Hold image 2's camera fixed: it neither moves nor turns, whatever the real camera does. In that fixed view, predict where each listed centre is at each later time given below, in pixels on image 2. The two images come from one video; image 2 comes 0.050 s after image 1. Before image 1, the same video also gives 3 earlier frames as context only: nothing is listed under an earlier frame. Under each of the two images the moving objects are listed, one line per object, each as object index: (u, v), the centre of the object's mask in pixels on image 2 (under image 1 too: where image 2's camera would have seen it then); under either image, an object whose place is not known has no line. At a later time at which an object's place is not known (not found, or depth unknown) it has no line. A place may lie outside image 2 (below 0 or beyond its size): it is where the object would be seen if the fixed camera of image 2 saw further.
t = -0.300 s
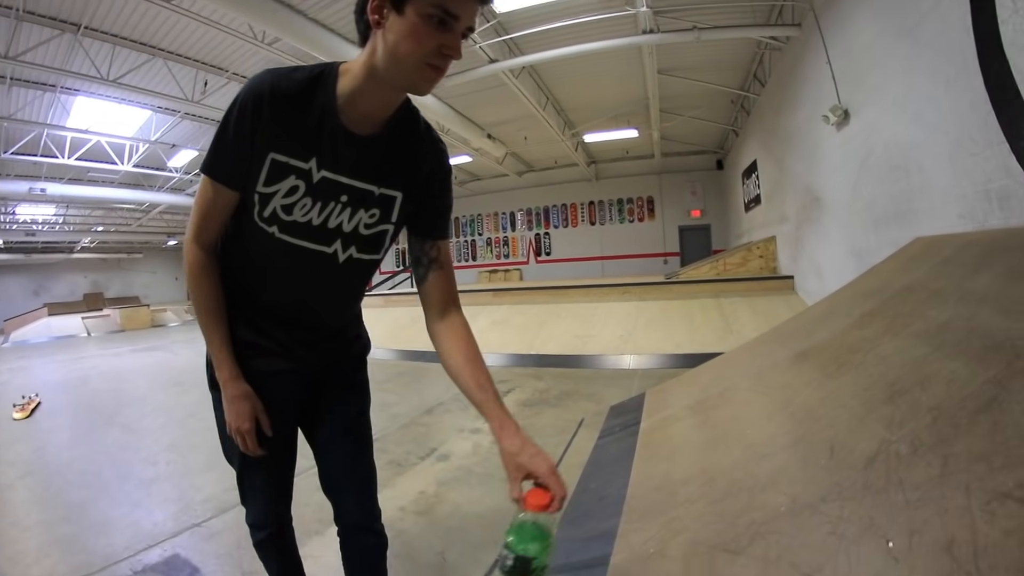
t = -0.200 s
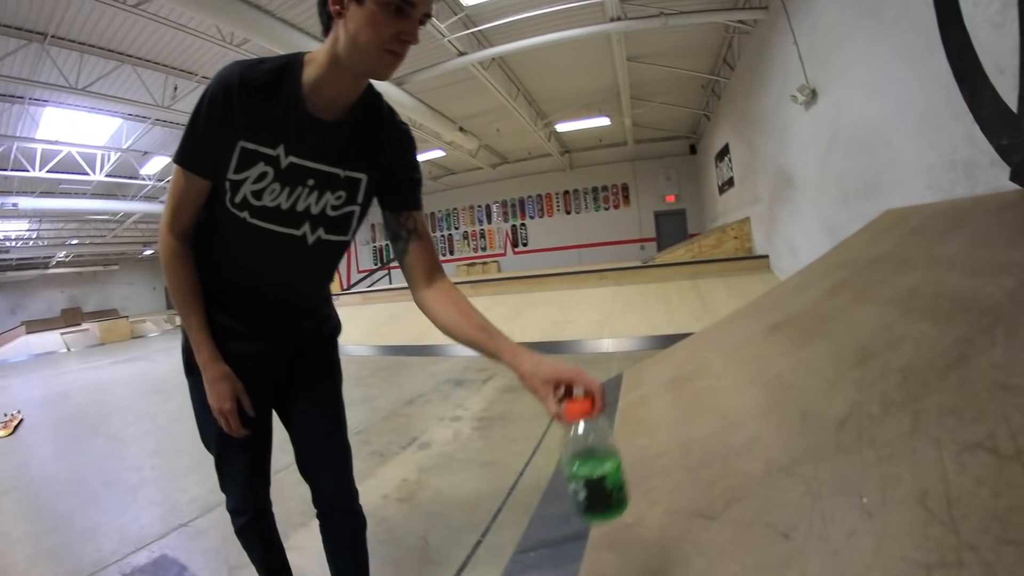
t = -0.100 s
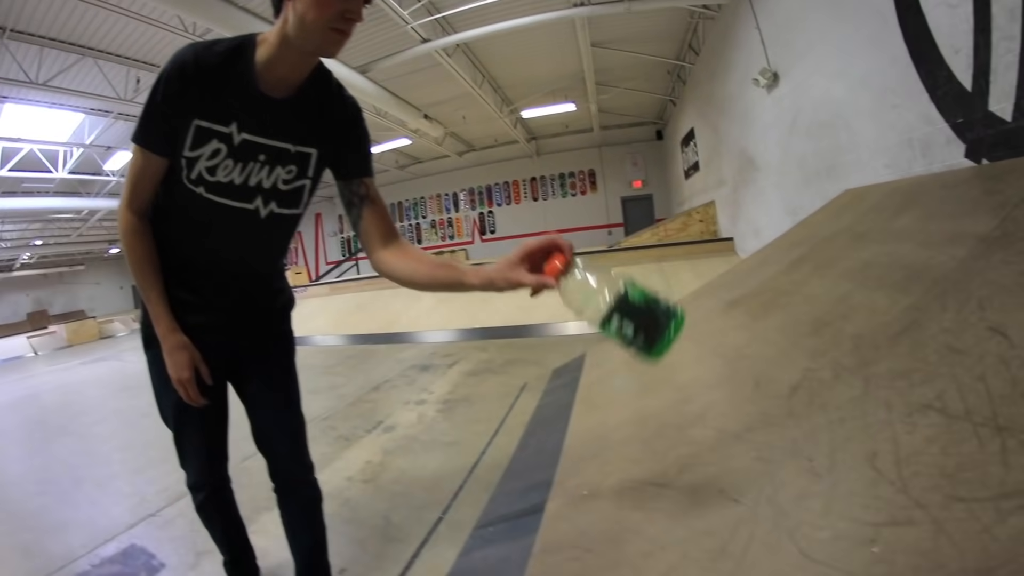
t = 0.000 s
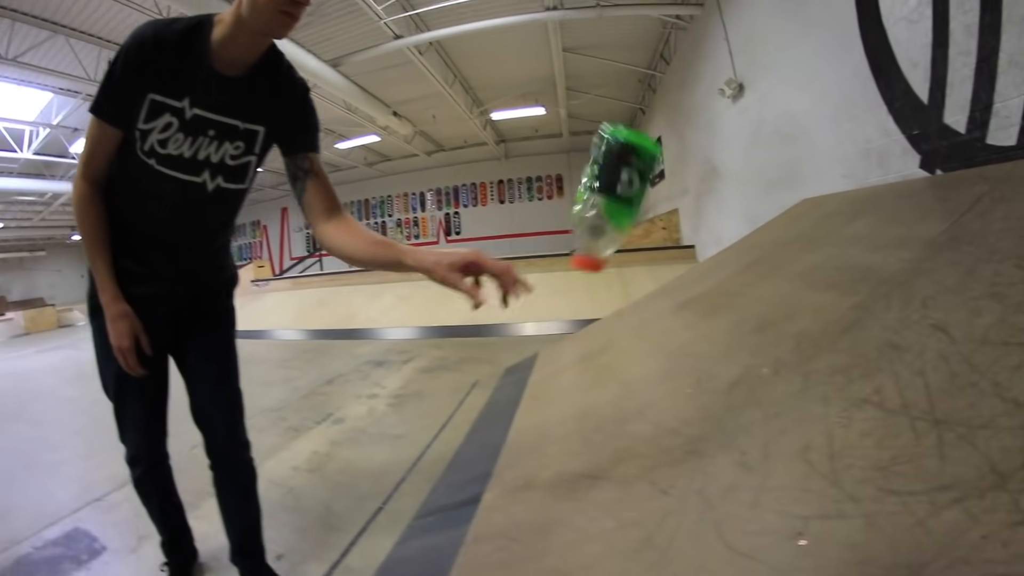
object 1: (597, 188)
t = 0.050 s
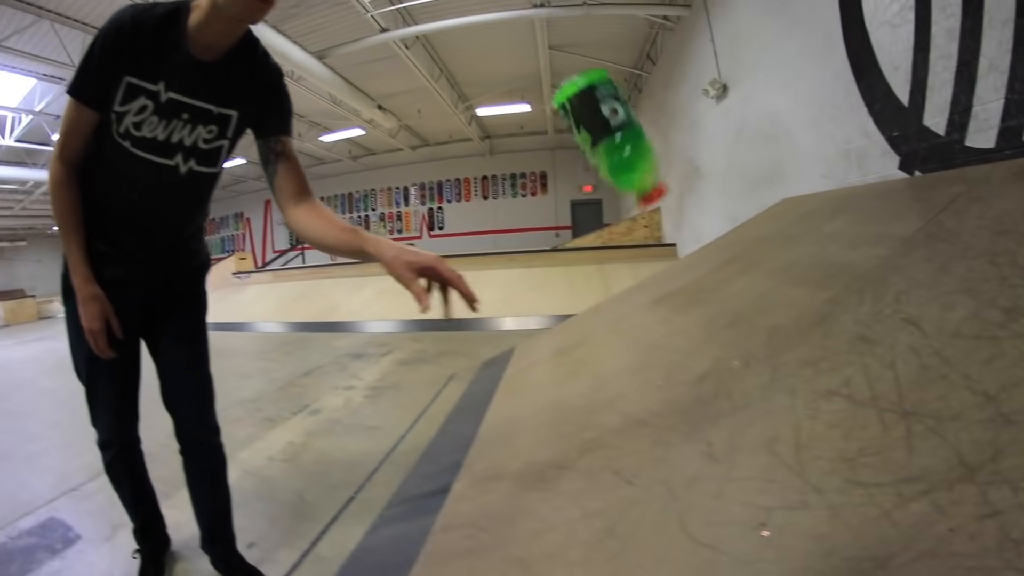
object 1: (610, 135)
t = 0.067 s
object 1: (611, 121)
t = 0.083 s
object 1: (613, 111)
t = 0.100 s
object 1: (615, 102)
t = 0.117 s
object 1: (618, 96)
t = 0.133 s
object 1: (620, 92)
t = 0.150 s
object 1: (623, 90)
